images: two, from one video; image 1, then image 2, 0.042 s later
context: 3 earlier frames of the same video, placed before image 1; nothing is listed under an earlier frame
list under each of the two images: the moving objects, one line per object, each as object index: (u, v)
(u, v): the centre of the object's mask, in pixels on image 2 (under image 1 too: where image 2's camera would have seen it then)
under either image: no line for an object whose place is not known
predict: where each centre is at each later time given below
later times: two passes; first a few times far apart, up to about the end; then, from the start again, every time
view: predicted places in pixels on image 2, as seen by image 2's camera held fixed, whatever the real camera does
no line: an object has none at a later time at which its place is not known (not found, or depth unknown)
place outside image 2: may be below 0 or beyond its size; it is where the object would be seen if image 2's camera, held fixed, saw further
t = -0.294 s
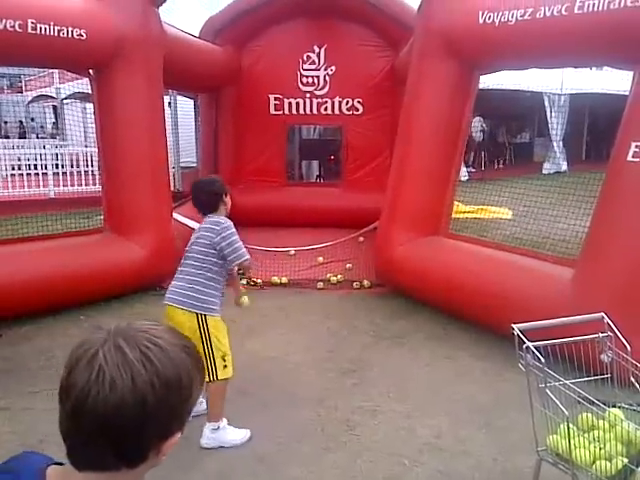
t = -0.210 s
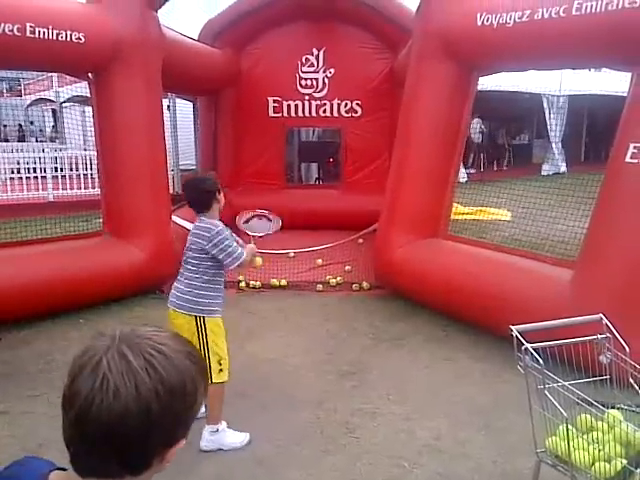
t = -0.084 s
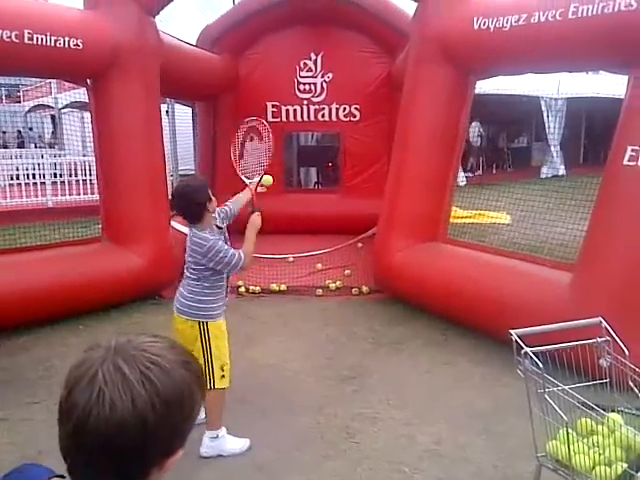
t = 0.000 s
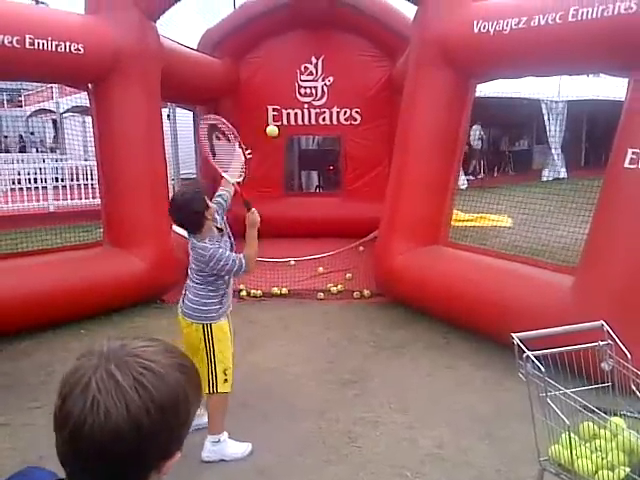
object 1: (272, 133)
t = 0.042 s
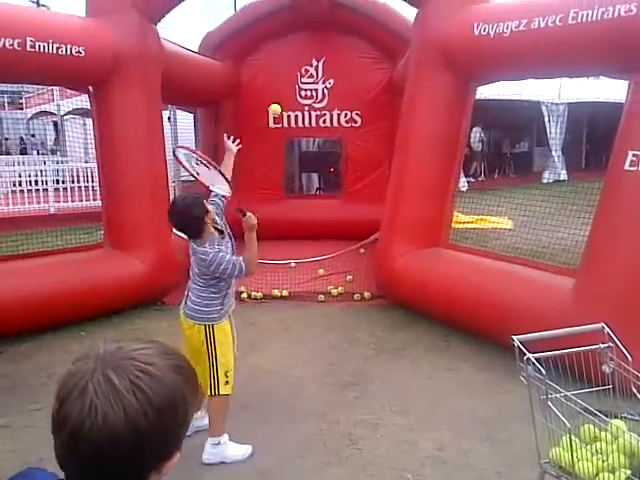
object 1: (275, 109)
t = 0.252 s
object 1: (288, 31)
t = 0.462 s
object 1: (303, 25)
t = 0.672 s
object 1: (320, 101)
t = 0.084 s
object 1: (277, 88)
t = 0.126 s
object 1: (279, 70)
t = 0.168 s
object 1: (282, 54)
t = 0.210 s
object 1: (285, 40)
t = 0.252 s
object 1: (288, 31)
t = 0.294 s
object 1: (291, 24)
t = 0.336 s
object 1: (294, 19)
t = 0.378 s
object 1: (297, 18)
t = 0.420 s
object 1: (300, 19)
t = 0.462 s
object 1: (303, 25)
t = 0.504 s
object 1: (307, 33)
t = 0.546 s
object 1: (310, 44)
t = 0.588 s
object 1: (314, 60)
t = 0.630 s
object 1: (317, 78)
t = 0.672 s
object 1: (320, 101)
